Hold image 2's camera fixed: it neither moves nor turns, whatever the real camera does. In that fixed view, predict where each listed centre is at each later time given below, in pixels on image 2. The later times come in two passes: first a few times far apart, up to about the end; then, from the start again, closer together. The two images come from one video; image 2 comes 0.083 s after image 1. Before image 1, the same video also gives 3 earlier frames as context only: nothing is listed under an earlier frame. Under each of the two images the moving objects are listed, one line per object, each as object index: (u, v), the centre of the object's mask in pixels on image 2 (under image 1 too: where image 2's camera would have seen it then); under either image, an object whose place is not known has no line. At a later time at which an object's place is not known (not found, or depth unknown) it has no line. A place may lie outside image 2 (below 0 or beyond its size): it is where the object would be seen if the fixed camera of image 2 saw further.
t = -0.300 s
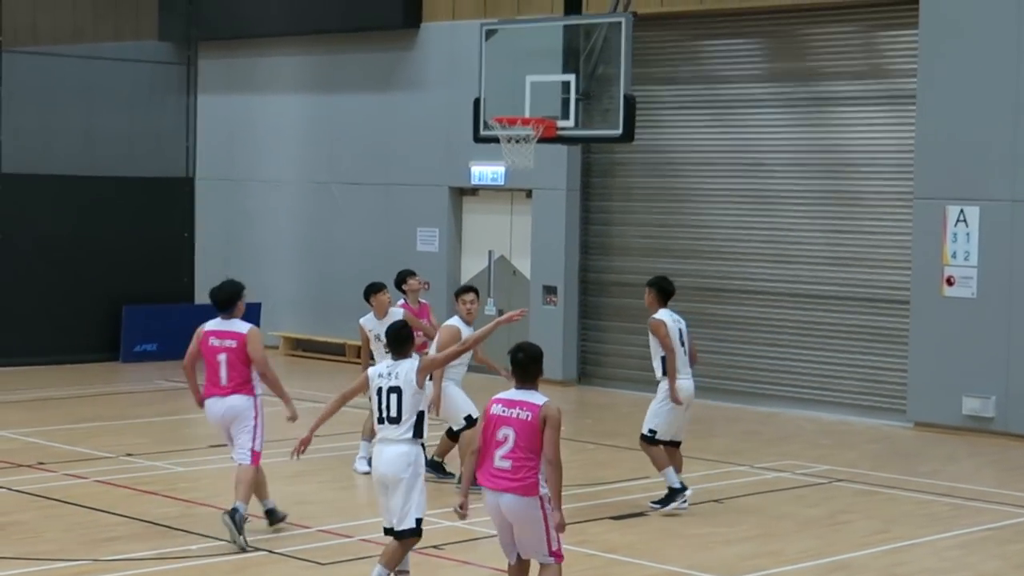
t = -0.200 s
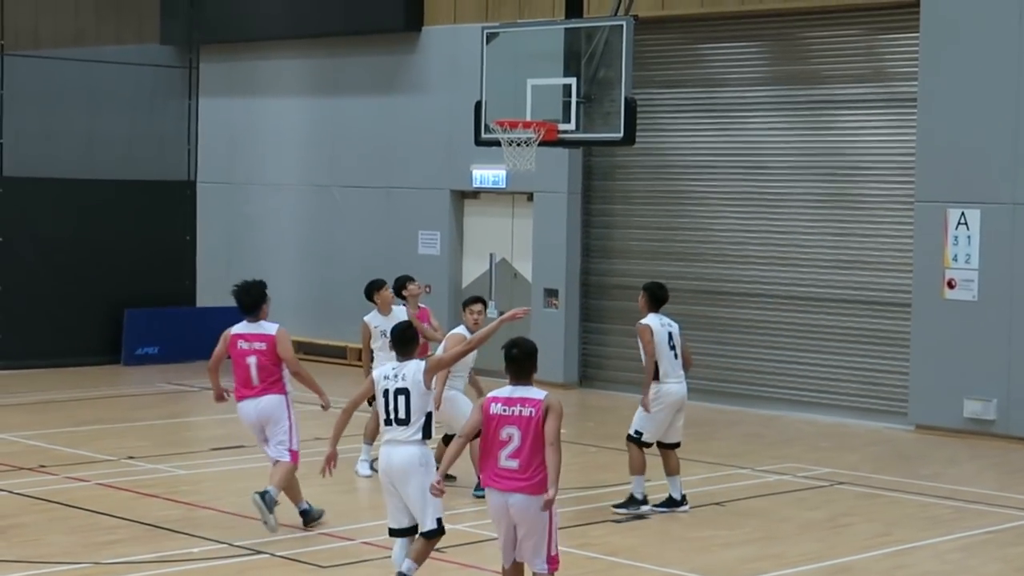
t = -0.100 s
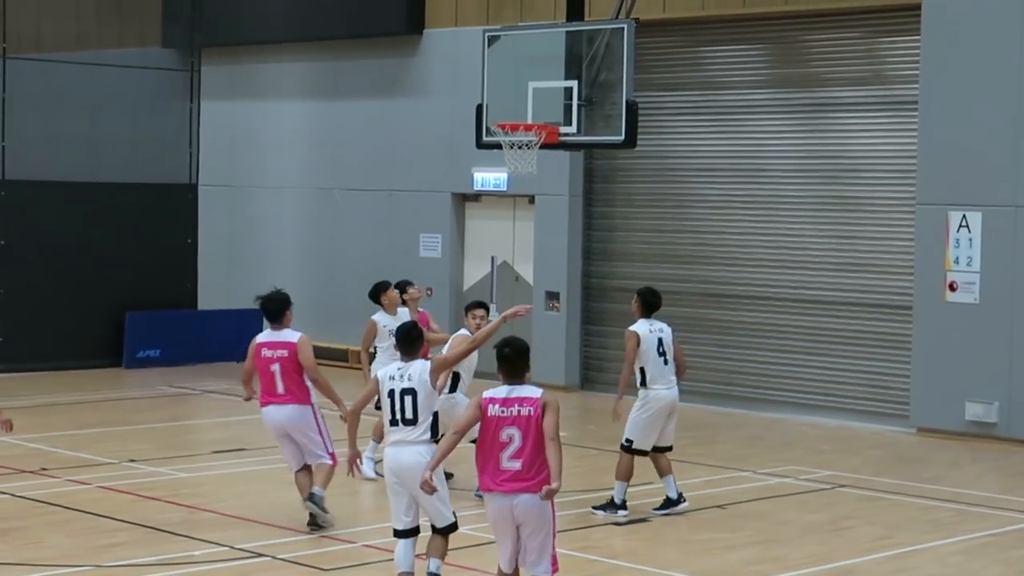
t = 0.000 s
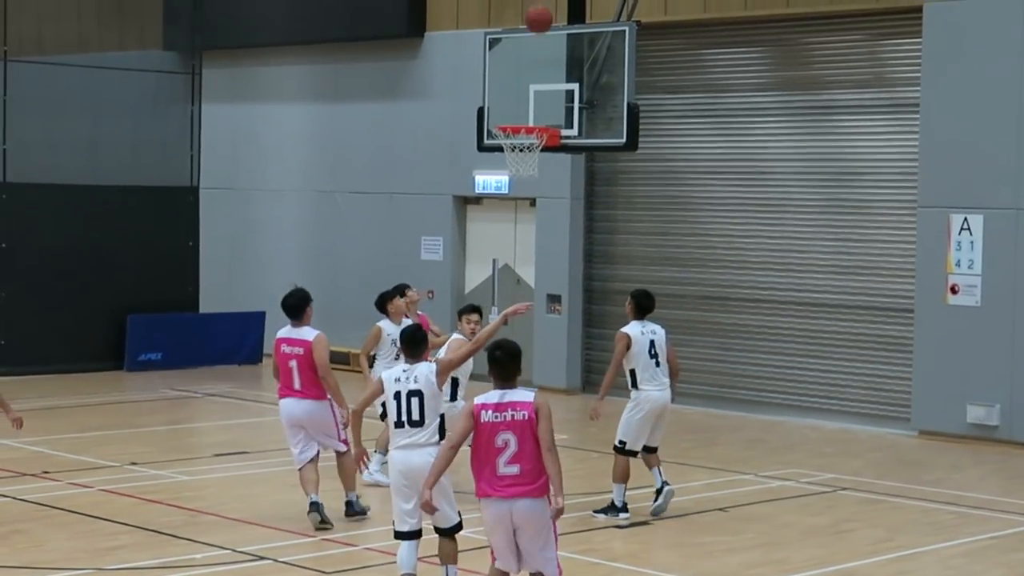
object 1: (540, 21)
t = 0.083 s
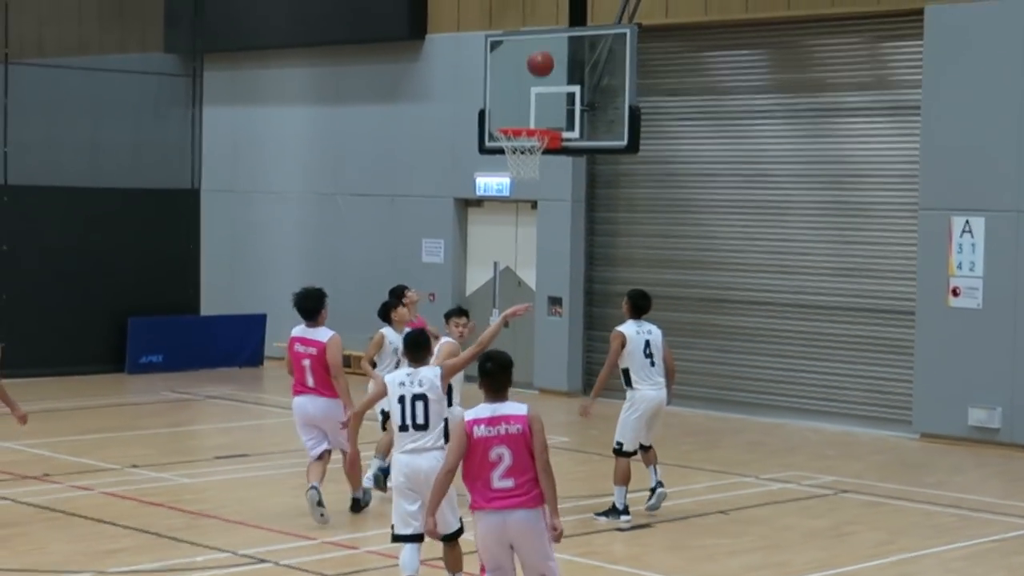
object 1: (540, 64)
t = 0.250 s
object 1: (494, 106)
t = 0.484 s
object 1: (409, 64)
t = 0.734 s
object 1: (314, 89)
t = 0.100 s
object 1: (540, 73)
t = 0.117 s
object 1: (541, 82)
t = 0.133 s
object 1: (540, 91)
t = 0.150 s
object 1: (535, 97)
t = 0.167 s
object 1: (527, 103)
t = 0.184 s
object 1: (520, 109)
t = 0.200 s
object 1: (513, 116)
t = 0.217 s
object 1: (506, 117)
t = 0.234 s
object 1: (500, 112)
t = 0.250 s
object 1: (494, 106)
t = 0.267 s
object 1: (488, 101)
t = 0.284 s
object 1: (482, 97)
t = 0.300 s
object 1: (476, 93)
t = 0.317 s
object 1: (470, 89)
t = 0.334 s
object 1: (464, 85)
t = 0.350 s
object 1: (458, 82)
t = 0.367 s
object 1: (452, 79)
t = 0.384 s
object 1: (446, 76)
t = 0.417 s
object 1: (434, 71)
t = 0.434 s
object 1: (427, 69)
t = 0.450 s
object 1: (421, 67)
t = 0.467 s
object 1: (415, 66)
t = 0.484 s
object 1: (409, 64)
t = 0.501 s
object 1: (403, 64)
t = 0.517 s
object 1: (396, 64)
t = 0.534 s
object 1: (390, 64)
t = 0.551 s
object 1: (384, 64)
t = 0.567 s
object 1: (377, 65)
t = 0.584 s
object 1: (372, 66)
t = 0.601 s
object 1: (366, 67)
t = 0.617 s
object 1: (359, 68)
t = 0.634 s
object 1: (352, 70)
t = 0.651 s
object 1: (346, 73)
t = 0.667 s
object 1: (339, 75)
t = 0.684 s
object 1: (334, 78)
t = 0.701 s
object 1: (326, 81)
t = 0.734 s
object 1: (314, 89)
